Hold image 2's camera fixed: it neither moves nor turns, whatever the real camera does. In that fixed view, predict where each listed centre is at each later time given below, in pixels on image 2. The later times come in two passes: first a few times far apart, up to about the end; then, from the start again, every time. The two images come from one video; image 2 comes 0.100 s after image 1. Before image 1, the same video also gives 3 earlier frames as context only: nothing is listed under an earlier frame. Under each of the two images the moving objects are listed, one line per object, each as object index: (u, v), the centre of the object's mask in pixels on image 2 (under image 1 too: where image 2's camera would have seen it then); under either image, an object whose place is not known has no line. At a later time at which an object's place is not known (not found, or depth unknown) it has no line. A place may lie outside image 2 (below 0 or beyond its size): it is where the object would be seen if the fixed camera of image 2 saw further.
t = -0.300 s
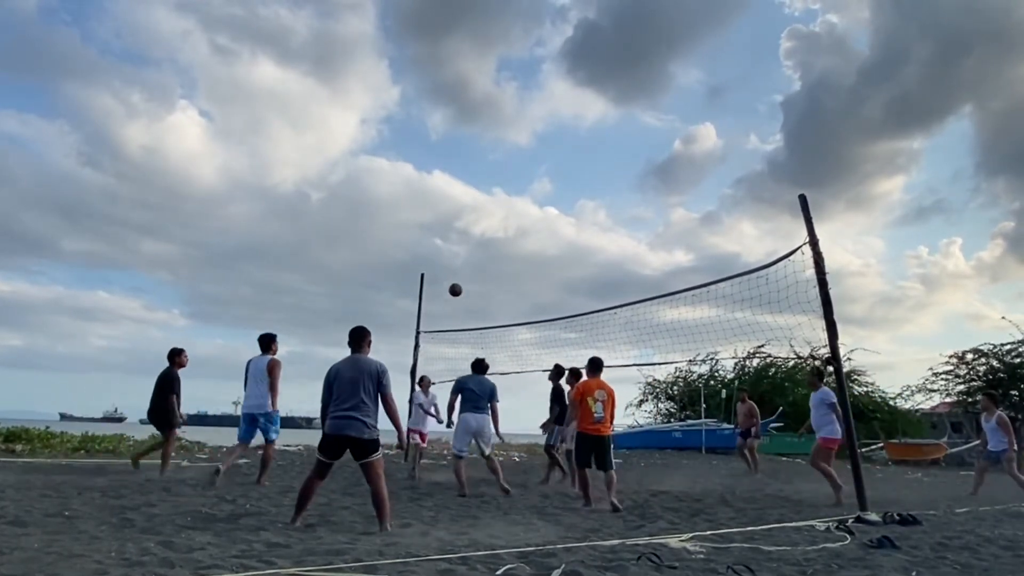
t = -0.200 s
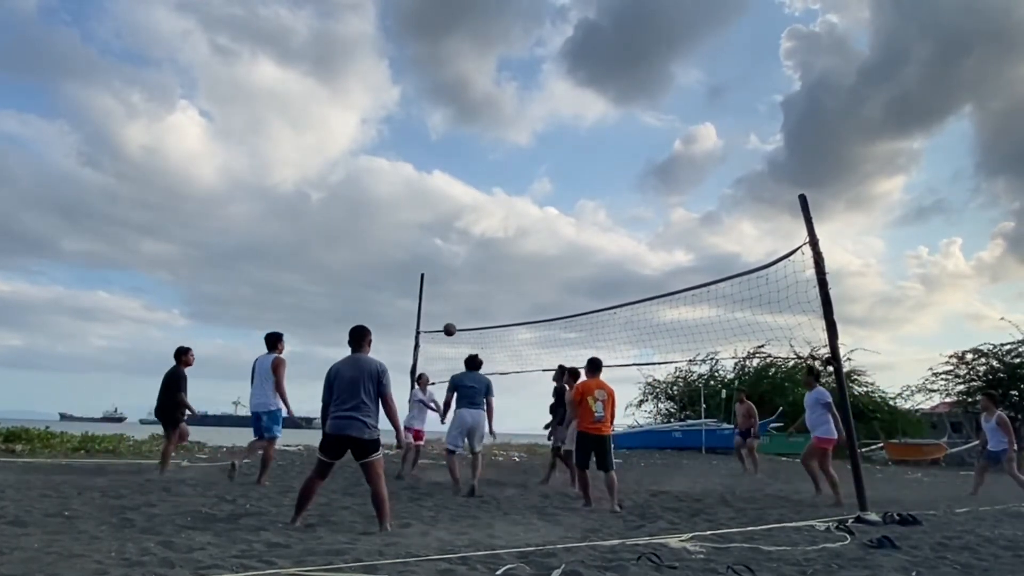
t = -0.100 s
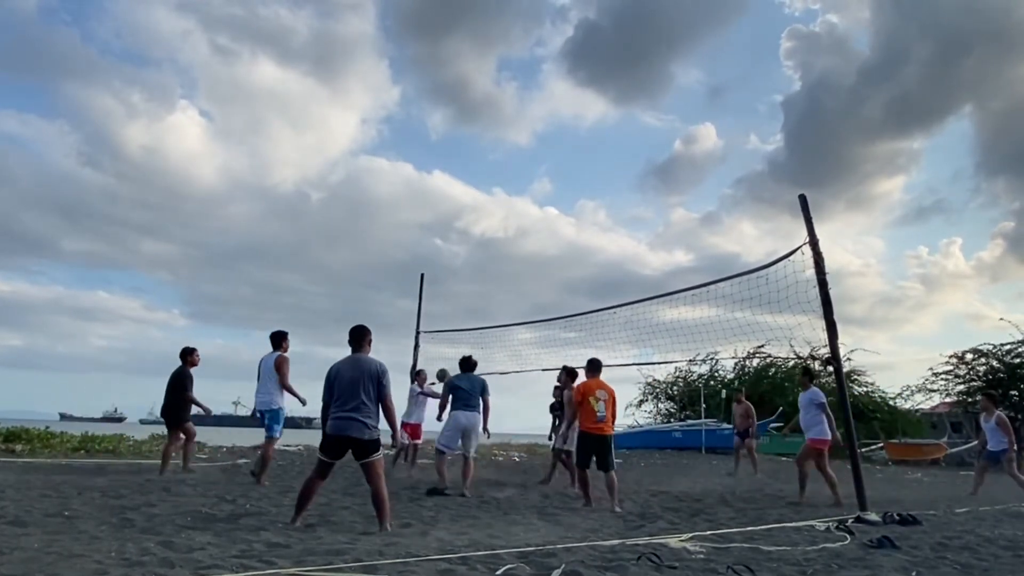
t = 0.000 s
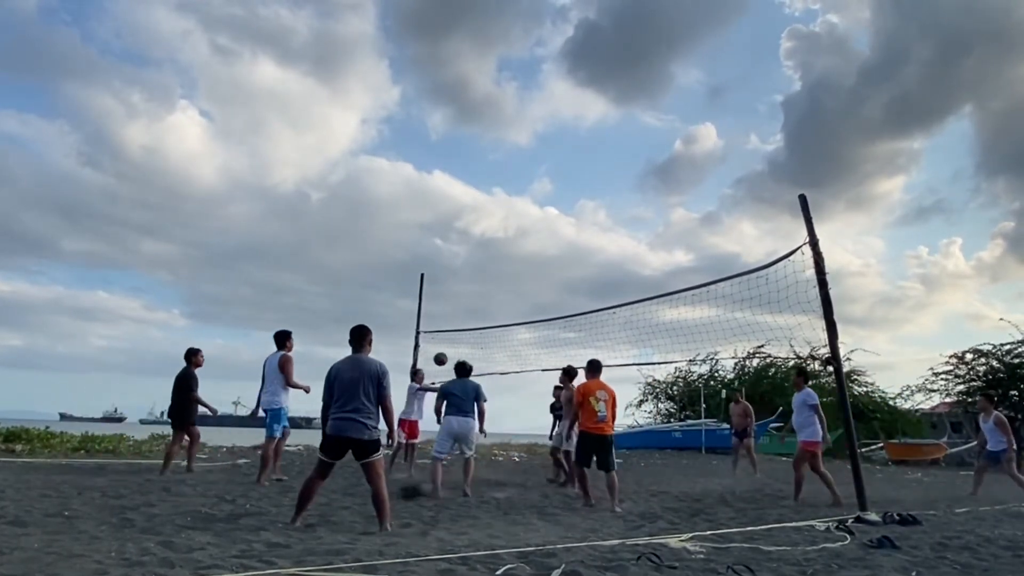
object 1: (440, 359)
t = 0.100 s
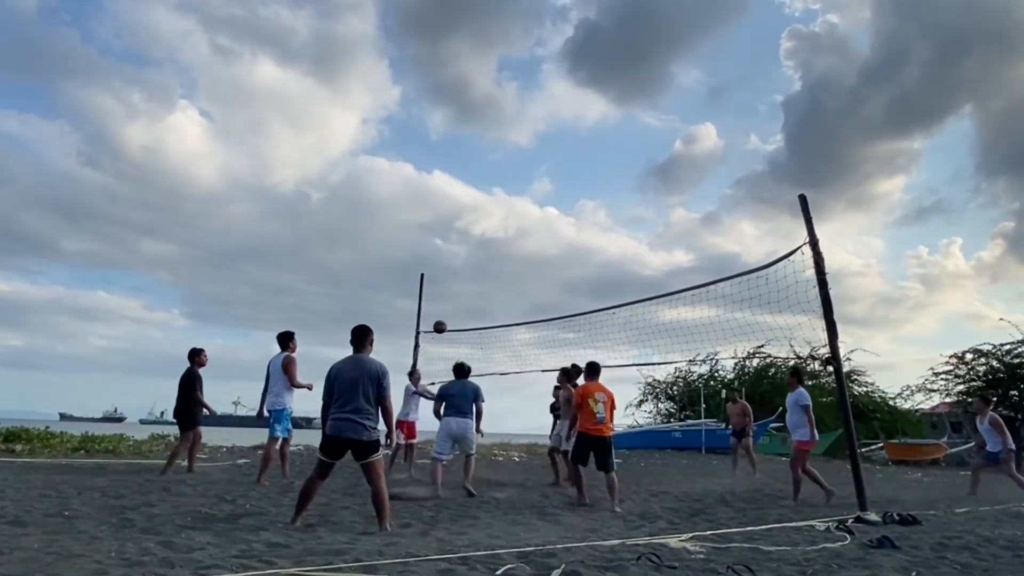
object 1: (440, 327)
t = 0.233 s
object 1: (440, 295)
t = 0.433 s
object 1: (441, 269)
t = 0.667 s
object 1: (443, 273)
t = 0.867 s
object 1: (444, 306)
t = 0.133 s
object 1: (439, 318)
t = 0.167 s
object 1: (439, 309)
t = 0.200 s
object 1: (439, 302)
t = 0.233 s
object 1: (440, 295)
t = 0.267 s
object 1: (440, 288)
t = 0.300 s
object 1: (440, 283)
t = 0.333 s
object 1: (440, 278)
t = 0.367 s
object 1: (440, 274)
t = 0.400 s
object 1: (440, 271)
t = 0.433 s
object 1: (441, 269)
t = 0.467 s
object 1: (441, 268)
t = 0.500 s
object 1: (441, 267)
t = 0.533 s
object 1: (441, 267)
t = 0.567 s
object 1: (442, 267)
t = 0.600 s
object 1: (442, 269)
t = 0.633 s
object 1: (442, 271)
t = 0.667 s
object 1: (443, 273)
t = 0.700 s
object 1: (443, 277)
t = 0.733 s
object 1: (443, 281)
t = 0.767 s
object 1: (443, 286)
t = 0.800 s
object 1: (444, 292)
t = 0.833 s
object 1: (444, 299)
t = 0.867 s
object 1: (444, 306)
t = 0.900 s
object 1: (444, 315)
